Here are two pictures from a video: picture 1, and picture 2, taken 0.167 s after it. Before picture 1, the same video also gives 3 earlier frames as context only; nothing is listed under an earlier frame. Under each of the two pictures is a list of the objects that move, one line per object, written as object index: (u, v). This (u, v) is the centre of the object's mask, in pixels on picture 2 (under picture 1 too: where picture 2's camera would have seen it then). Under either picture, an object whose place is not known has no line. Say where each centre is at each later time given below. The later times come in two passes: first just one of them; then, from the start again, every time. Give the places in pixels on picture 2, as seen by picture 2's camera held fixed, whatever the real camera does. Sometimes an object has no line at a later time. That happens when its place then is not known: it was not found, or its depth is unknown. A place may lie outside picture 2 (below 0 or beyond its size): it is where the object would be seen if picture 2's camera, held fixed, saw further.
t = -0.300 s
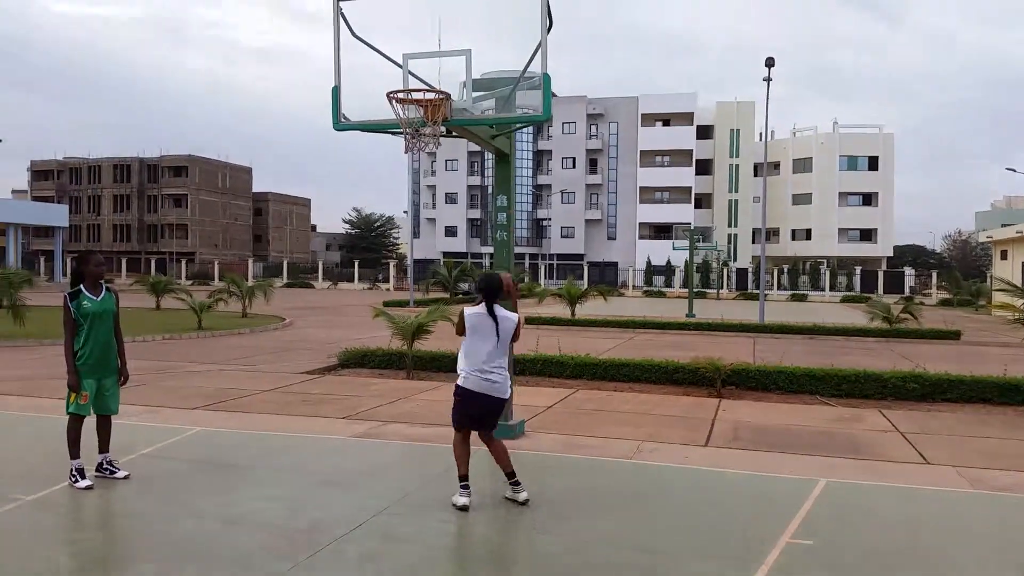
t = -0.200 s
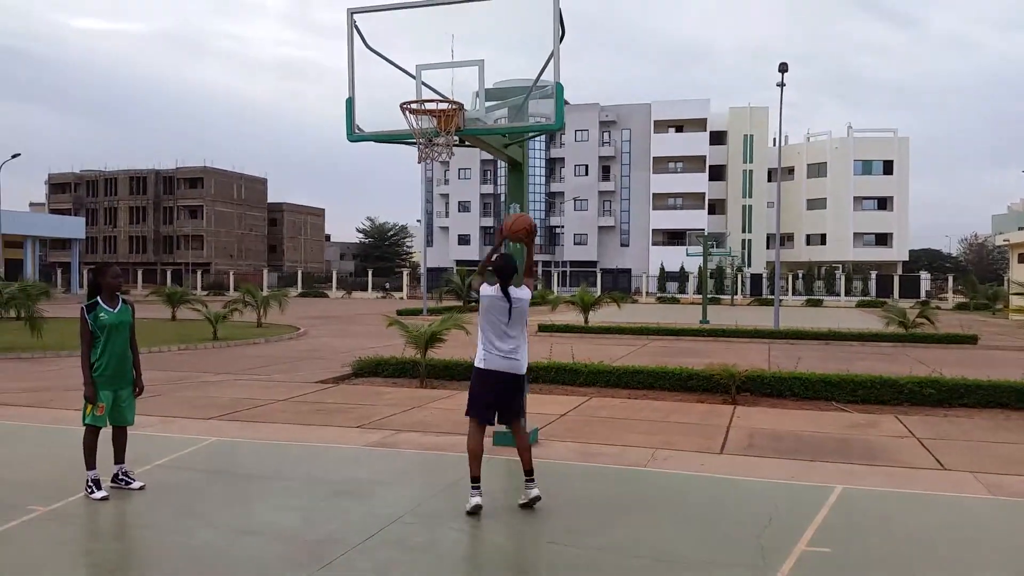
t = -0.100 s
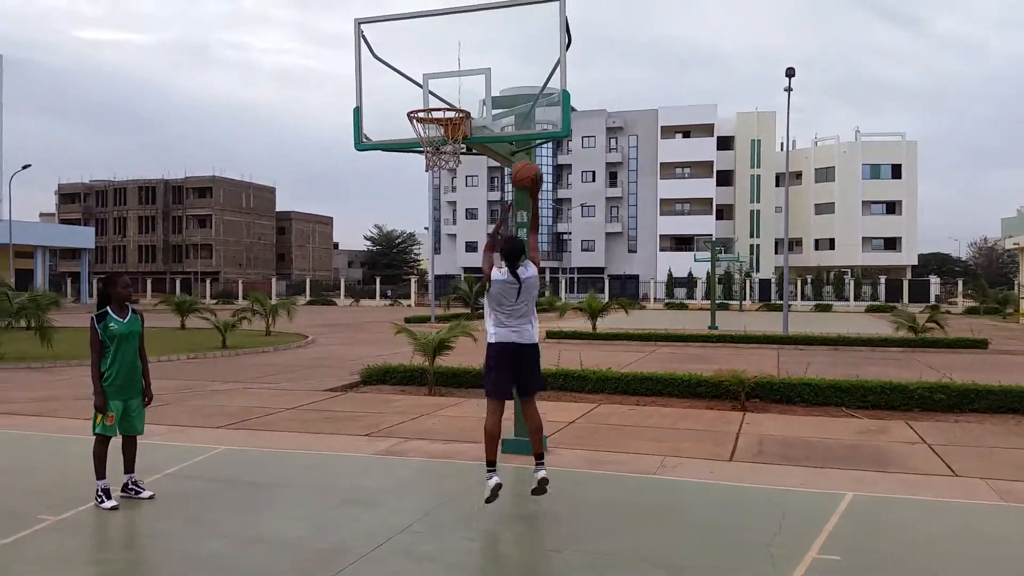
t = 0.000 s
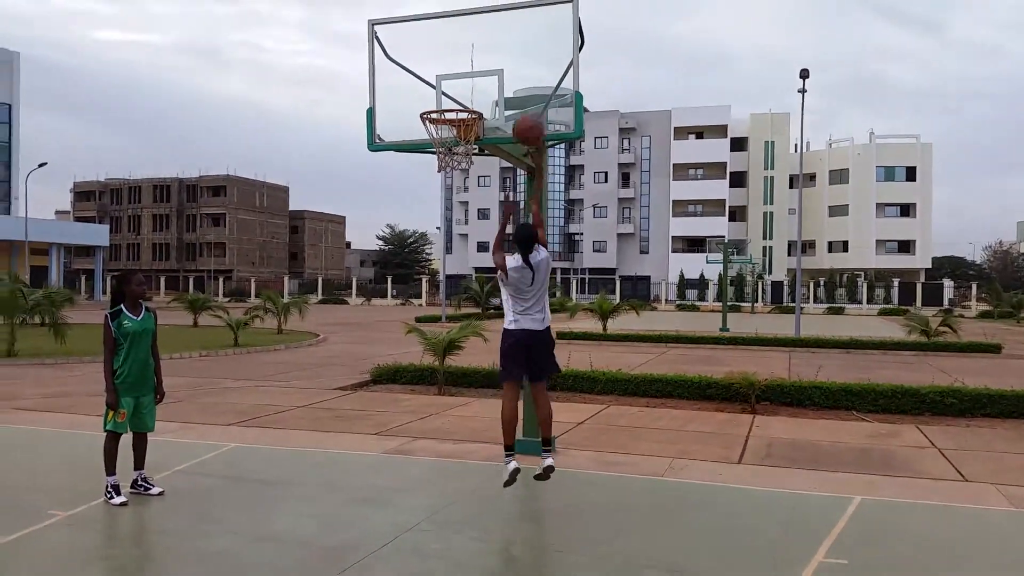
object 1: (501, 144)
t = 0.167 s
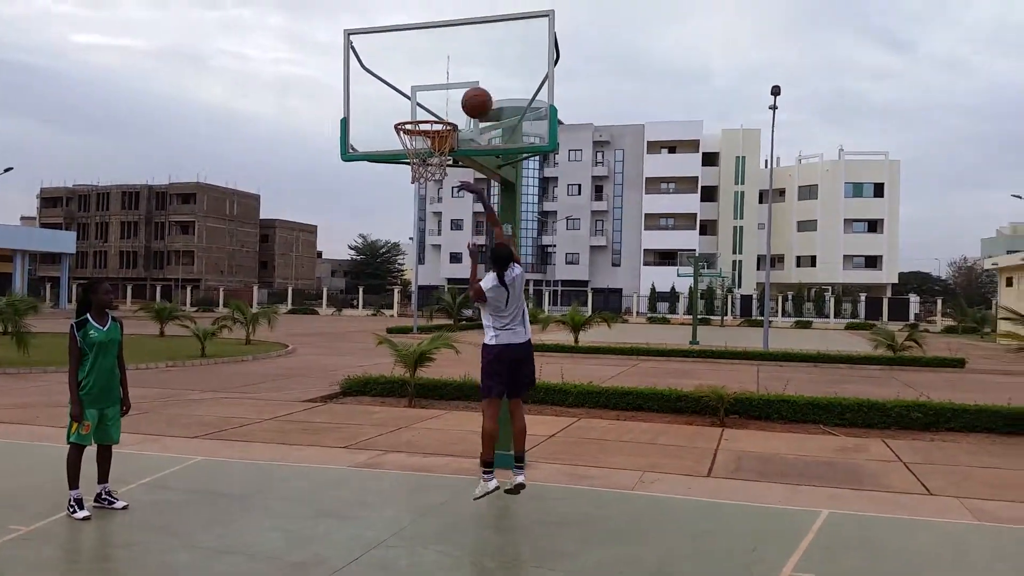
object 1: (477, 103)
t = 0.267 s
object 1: (459, 104)
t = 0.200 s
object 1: (471, 101)
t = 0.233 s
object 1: (465, 102)
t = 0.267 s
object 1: (459, 104)
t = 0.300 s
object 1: (451, 105)
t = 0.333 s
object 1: (446, 107)
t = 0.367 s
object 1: (441, 111)
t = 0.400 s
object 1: (435, 114)
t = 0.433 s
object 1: (428, 126)
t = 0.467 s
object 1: (423, 136)
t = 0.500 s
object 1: (419, 147)
